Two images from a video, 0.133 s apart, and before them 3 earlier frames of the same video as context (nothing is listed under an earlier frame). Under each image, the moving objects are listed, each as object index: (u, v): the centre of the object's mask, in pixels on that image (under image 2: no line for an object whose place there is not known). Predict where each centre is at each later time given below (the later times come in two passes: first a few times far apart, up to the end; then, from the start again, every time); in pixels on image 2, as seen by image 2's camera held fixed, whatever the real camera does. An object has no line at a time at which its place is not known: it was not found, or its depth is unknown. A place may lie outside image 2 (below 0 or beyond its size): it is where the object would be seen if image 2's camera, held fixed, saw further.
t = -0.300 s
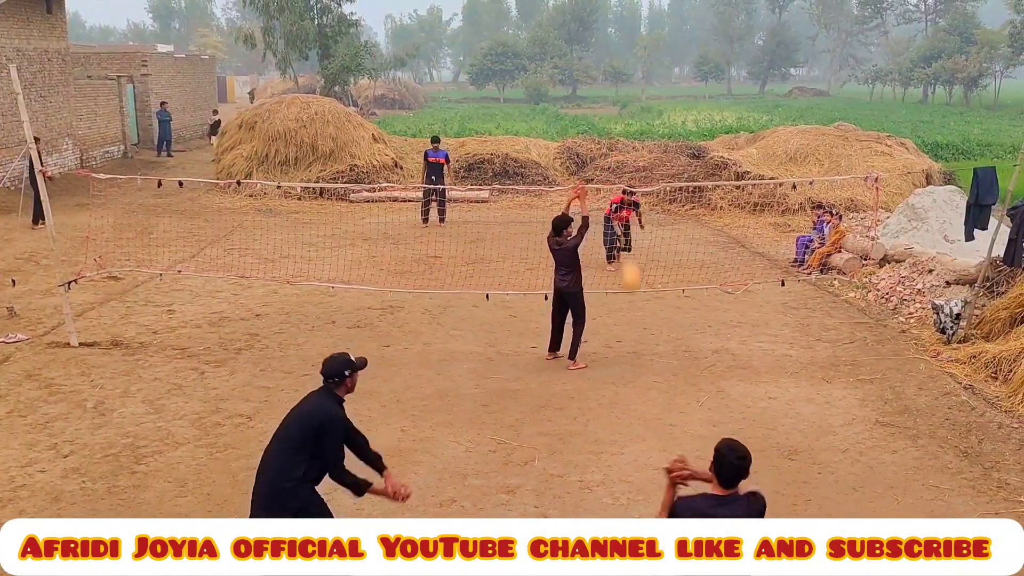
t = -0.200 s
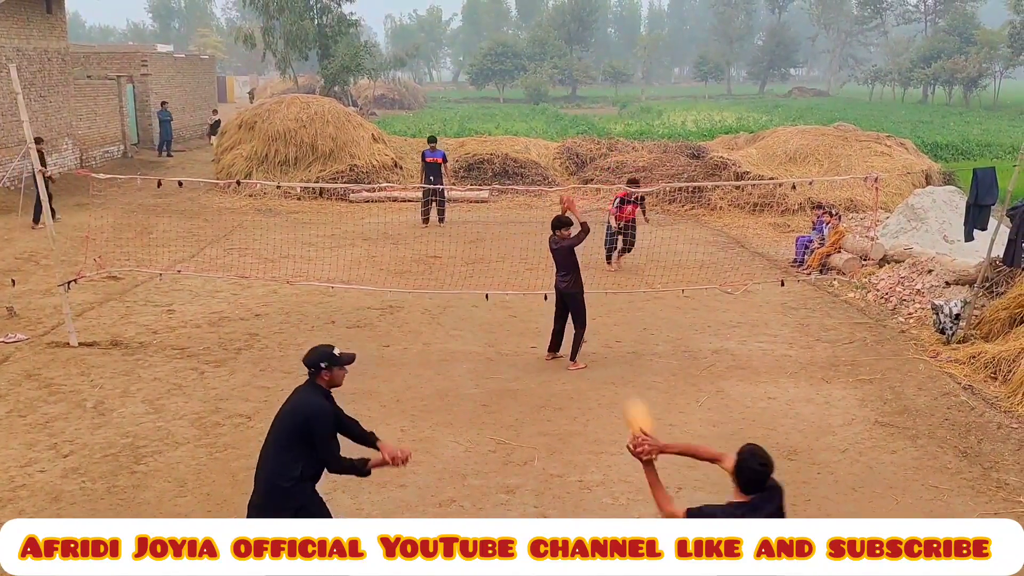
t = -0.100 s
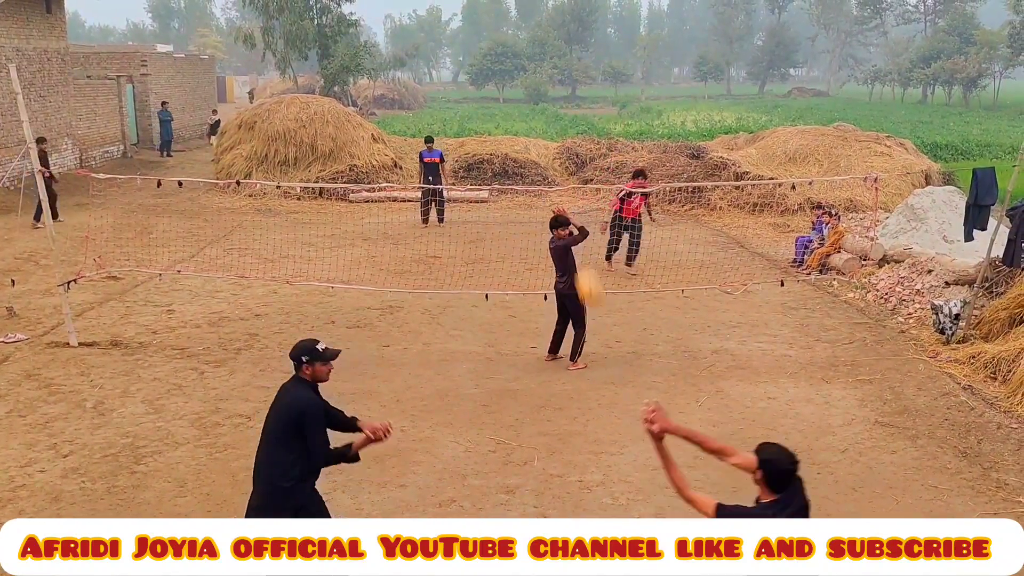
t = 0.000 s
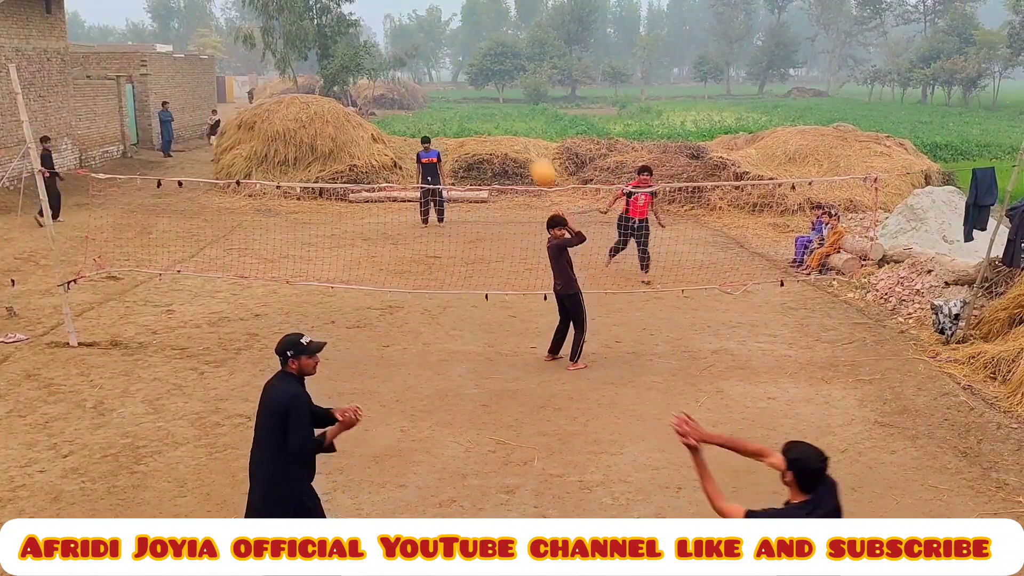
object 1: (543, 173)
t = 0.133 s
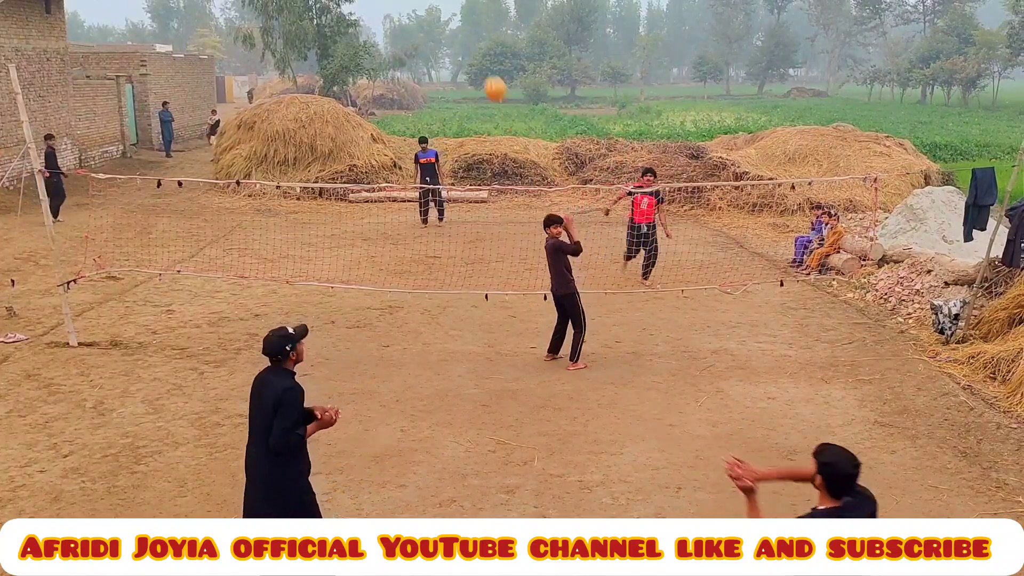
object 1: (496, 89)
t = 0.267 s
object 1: (454, 40)
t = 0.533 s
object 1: (400, 34)
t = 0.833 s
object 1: (354, 109)
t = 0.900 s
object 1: (348, 129)
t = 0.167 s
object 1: (484, 73)
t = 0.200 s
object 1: (474, 59)
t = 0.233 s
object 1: (464, 48)
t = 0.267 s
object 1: (454, 40)
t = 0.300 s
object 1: (449, 36)
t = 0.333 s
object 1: (440, 31)
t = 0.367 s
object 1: (432, 28)
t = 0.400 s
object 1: (424, 26)
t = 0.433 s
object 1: (417, 27)
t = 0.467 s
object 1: (410, 29)
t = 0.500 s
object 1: (407, 30)
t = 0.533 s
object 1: (400, 34)
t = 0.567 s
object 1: (393, 39)
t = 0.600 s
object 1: (387, 45)
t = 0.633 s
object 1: (382, 52)
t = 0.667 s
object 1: (376, 62)
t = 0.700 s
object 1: (373, 67)
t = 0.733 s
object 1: (369, 76)
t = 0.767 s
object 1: (365, 86)
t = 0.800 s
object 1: (359, 98)
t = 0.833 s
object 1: (354, 109)
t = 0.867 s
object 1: (349, 122)
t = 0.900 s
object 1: (348, 129)
